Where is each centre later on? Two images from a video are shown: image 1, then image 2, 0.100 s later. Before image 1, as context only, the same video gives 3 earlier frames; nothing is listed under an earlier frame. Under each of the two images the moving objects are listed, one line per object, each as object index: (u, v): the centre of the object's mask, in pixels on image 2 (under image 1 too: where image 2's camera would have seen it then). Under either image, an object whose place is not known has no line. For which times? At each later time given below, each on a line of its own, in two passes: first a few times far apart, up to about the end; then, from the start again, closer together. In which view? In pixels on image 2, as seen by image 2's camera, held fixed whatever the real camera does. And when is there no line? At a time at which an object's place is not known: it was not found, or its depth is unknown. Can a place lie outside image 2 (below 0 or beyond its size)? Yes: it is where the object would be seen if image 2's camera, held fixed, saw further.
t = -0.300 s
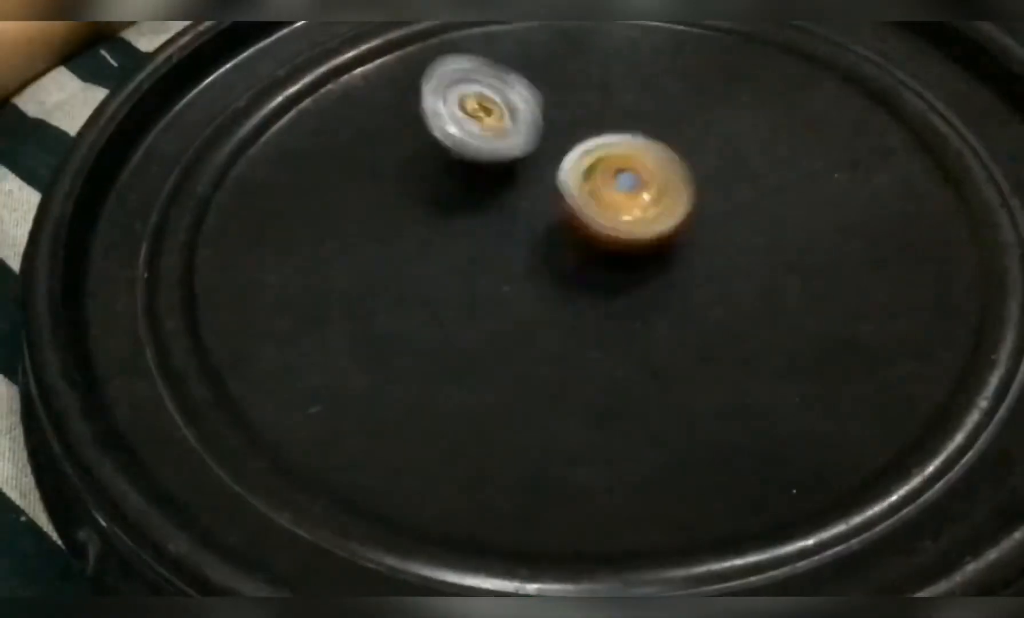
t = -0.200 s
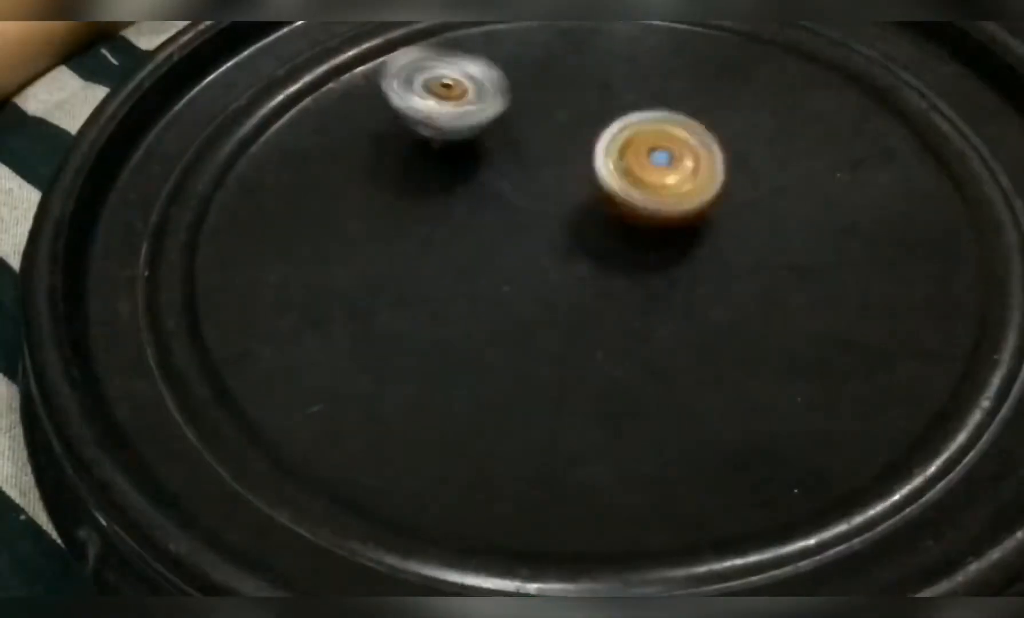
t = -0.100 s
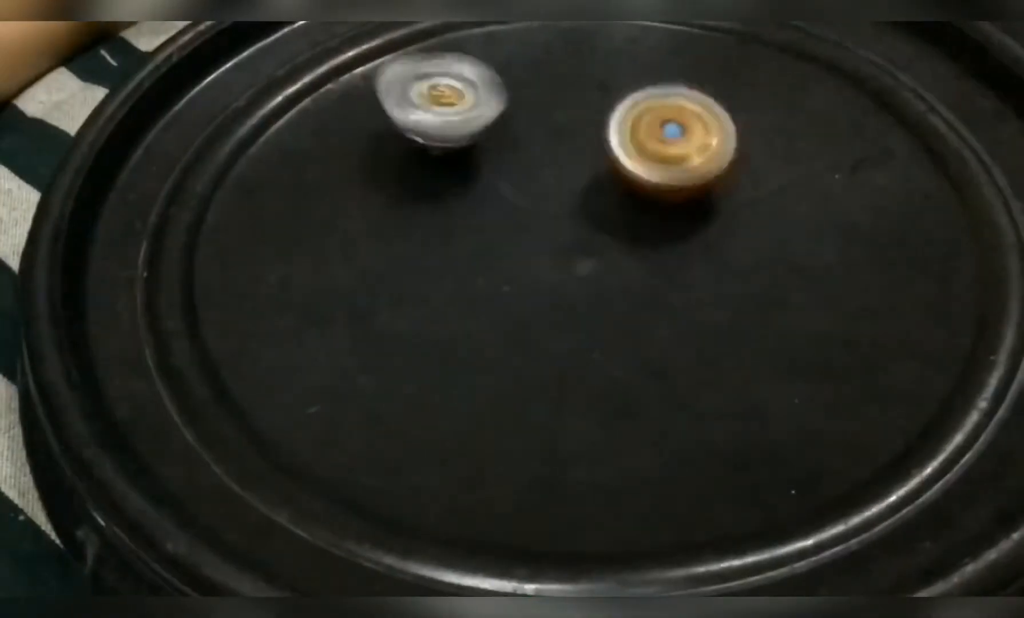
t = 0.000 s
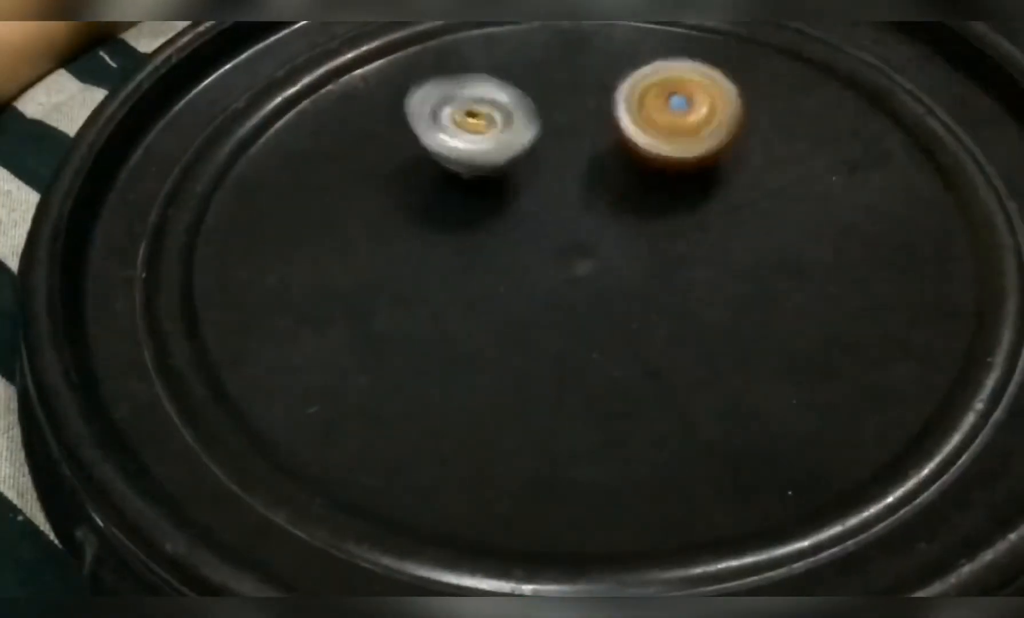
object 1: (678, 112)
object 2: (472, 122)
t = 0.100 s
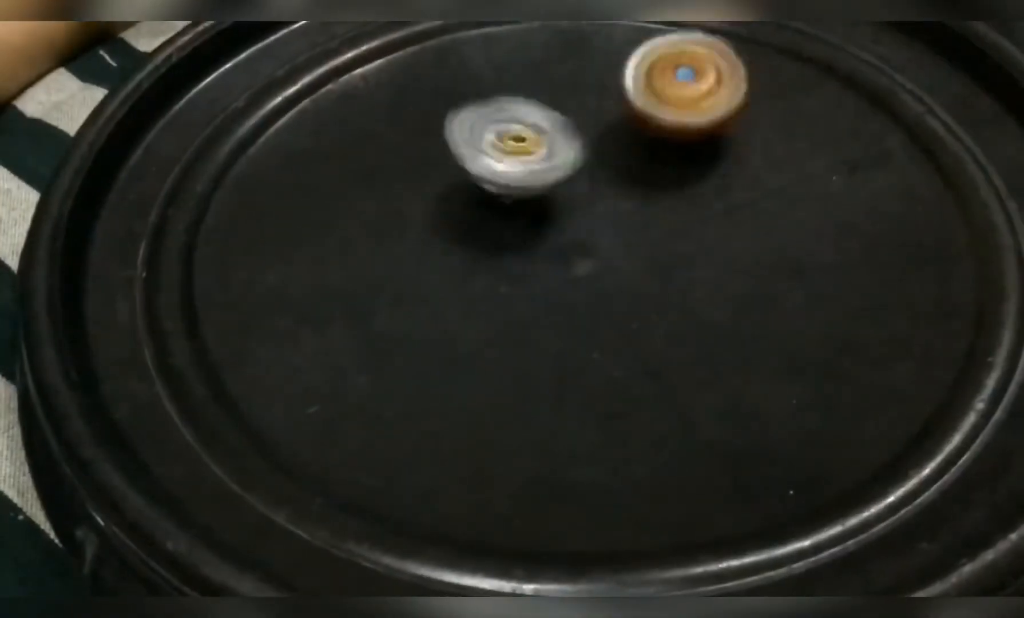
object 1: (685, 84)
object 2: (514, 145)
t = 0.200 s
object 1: (683, 64)
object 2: (559, 167)
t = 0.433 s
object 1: (627, 65)
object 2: (668, 197)
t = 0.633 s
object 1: (582, 103)
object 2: (754, 205)
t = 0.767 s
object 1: (576, 138)
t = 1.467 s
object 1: (459, 255)
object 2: (684, 283)
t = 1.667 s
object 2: (673, 273)
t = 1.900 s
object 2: (691, 246)
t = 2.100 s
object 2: (656, 204)
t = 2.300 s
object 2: (624, 155)
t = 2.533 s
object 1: (492, 183)
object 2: (643, 116)
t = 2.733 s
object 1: (506, 171)
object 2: (640, 120)
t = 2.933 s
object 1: (505, 186)
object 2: (673, 137)
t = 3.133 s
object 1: (479, 171)
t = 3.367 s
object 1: (482, 176)
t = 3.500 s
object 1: (510, 191)
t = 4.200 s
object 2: (371, 380)
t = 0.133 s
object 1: (686, 76)
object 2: (529, 154)
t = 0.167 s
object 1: (685, 69)
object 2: (545, 161)
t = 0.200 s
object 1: (683, 64)
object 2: (559, 167)
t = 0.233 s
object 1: (678, 61)
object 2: (575, 173)
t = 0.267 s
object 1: (670, 59)
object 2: (590, 179)
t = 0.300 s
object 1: (662, 58)
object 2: (605, 184)
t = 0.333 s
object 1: (653, 57)
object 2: (622, 188)
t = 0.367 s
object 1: (644, 59)
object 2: (636, 192)
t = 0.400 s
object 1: (635, 62)
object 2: (652, 194)
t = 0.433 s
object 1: (627, 65)
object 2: (668, 197)
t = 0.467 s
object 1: (618, 70)
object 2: (682, 199)
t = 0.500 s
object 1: (610, 75)
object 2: (697, 201)
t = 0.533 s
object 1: (603, 80)
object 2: (711, 202)
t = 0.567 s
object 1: (595, 88)
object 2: (726, 203)
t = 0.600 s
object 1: (587, 95)
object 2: (741, 205)
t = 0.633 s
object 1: (582, 103)
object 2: (754, 205)
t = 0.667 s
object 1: (578, 112)
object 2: (767, 207)
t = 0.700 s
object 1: (576, 120)
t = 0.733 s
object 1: (575, 129)
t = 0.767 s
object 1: (576, 138)
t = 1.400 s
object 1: (463, 234)
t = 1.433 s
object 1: (460, 244)
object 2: (704, 288)
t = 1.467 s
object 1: (459, 255)
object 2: (684, 283)
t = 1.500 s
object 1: (462, 264)
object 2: (665, 279)
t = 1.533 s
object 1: (465, 270)
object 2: (645, 275)
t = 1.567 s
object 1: (471, 274)
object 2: (627, 272)
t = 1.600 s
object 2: (636, 273)
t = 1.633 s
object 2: (659, 273)
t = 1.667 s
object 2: (673, 273)
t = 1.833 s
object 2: (691, 258)
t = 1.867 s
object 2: (691, 252)
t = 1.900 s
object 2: (691, 246)
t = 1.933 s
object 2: (687, 240)
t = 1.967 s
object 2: (684, 233)
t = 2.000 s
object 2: (677, 227)
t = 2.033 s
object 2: (671, 219)
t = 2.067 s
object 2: (666, 212)
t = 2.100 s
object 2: (656, 204)
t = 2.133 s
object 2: (651, 195)
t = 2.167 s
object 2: (641, 187)
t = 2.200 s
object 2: (634, 179)
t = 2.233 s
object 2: (626, 170)
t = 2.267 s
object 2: (622, 163)
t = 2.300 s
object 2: (624, 155)
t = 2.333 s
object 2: (625, 148)
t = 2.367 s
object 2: (627, 141)
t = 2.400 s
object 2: (632, 134)
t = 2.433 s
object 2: (634, 128)
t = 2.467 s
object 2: (640, 122)
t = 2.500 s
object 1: (489, 185)
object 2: (640, 119)
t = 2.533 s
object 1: (492, 183)
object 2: (643, 116)
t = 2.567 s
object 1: (495, 180)
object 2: (645, 116)
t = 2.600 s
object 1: (497, 178)
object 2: (643, 115)
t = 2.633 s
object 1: (502, 176)
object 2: (643, 116)
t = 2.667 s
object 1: (505, 173)
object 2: (640, 118)
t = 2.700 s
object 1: (508, 171)
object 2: (638, 120)
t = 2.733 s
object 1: (506, 171)
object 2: (640, 120)
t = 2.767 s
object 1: (501, 173)
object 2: (649, 119)
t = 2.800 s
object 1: (499, 175)
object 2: (658, 119)
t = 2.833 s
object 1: (499, 178)
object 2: (665, 121)
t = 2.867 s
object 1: (499, 181)
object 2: (670, 125)
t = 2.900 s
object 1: (502, 184)
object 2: (673, 131)
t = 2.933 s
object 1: (505, 186)
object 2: (673, 137)
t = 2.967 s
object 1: (508, 188)
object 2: (672, 143)
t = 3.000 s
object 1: (514, 188)
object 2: (667, 151)
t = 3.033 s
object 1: (521, 189)
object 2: (662, 158)
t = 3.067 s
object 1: (506, 180)
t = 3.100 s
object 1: (490, 176)
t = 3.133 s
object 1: (479, 171)
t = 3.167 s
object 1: (473, 168)
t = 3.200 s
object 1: (470, 168)
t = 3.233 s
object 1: (469, 168)
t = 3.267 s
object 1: (470, 169)
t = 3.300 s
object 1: (473, 171)
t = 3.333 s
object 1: (477, 174)
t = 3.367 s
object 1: (482, 176)
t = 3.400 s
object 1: (490, 179)
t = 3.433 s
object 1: (496, 183)
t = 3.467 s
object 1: (503, 187)
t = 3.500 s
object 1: (510, 191)
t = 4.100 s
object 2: (405, 411)
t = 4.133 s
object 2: (390, 405)
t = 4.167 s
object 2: (375, 394)
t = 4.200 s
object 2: (371, 380)
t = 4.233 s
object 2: (364, 365)
